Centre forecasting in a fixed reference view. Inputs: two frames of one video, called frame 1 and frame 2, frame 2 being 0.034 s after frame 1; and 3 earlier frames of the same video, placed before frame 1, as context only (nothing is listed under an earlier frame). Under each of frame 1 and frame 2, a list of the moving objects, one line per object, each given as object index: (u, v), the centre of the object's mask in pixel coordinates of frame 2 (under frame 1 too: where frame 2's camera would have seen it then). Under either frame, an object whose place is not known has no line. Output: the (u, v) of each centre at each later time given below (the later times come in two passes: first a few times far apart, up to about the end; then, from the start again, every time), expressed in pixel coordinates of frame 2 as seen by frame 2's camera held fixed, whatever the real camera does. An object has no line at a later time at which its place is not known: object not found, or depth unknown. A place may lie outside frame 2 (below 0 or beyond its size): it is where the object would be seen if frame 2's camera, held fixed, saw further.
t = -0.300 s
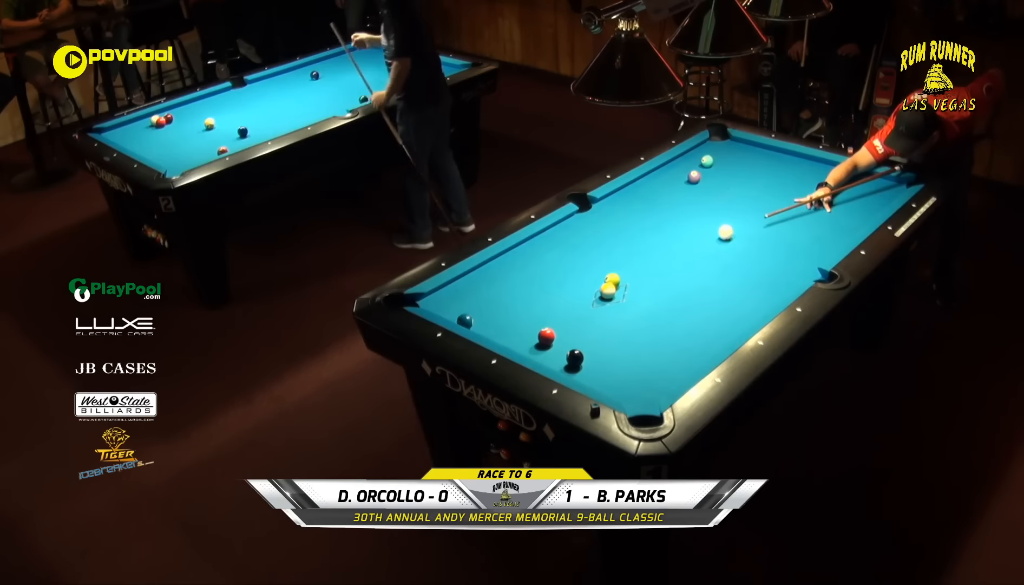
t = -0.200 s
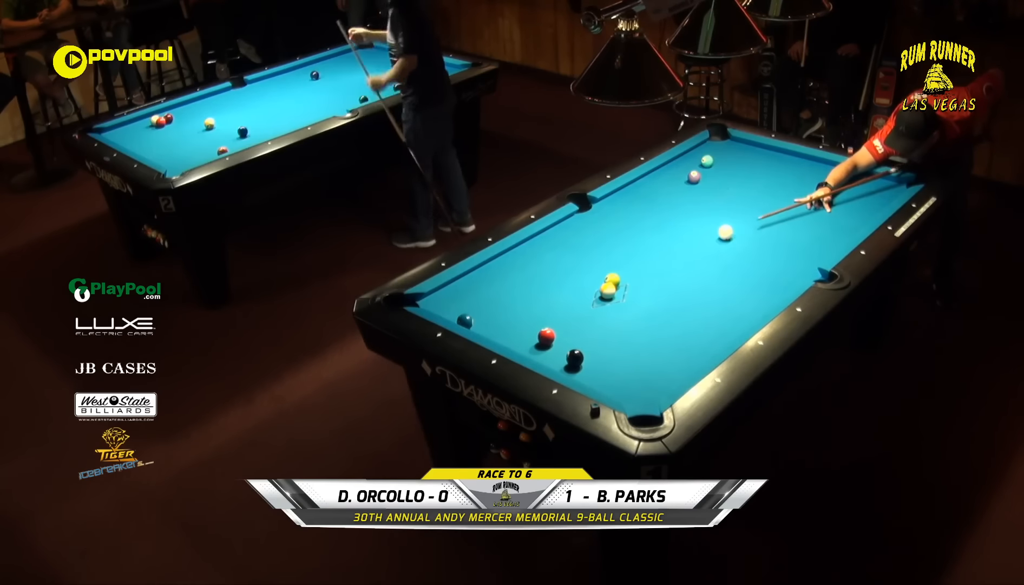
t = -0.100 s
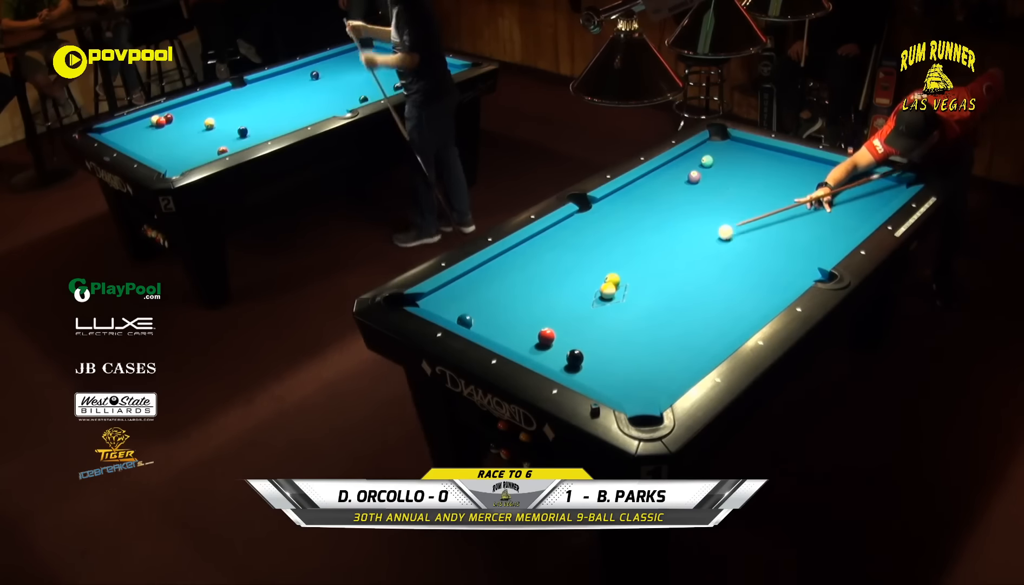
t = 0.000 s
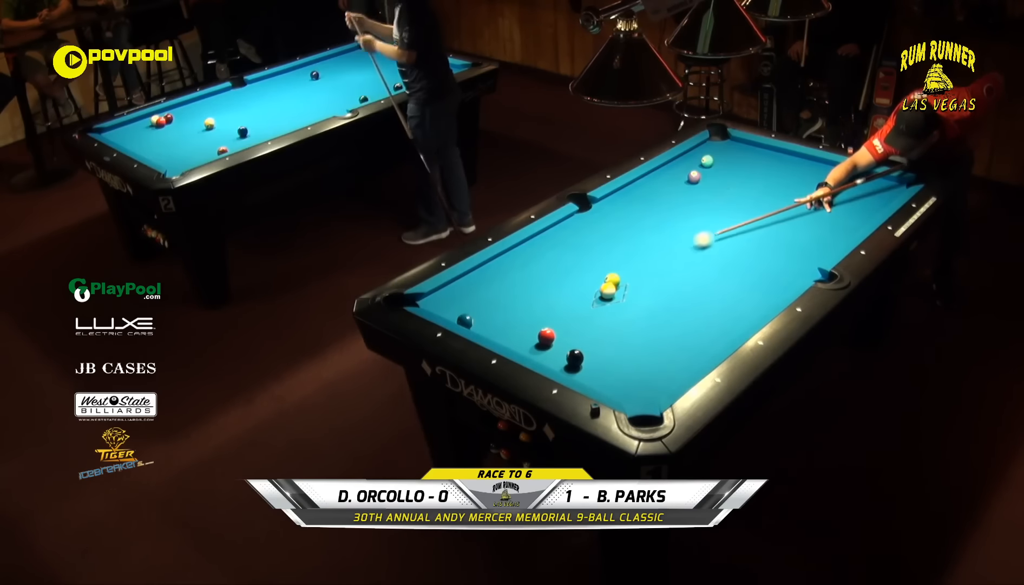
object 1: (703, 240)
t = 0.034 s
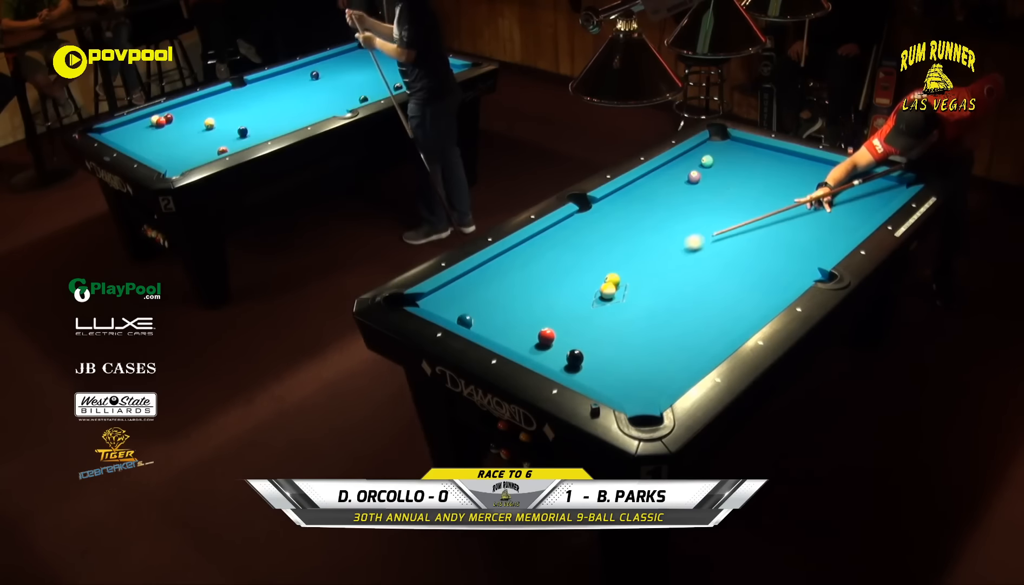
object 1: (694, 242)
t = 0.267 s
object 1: (630, 263)
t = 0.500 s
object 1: (562, 283)
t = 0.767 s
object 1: (481, 309)
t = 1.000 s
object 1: (444, 301)
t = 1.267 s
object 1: (467, 287)
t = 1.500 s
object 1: (502, 282)
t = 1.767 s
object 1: (541, 276)
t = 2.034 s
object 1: (576, 271)
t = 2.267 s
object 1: (606, 266)
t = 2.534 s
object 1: (639, 261)
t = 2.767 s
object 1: (665, 257)
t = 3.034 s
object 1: (693, 253)
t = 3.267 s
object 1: (716, 250)
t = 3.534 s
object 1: (740, 246)
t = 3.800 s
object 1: (763, 242)
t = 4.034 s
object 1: (782, 239)
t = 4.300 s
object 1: (801, 236)
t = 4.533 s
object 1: (816, 234)
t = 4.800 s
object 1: (833, 232)
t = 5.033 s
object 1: (845, 230)
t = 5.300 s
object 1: (854, 226)
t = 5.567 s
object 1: (854, 223)
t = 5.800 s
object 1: (855, 221)
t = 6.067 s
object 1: (854, 218)
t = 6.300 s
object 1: (854, 217)
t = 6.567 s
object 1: (854, 216)
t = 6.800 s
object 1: (854, 215)
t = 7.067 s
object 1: (854, 215)
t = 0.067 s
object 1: (685, 245)
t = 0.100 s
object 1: (676, 248)
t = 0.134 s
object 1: (667, 251)
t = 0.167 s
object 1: (658, 254)
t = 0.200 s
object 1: (648, 257)
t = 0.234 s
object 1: (639, 260)
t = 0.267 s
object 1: (630, 263)
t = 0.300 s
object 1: (620, 265)
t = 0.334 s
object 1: (610, 267)
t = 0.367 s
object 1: (600, 271)
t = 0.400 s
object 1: (591, 274)
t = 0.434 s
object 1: (581, 277)
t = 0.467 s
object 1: (572, 280)
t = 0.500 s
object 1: (562, 283)
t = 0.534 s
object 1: (552, 286)
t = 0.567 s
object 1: (542, 289)
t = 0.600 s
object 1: (532, 292)
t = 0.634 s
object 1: (523, 296)
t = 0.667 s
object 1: (512, 299)
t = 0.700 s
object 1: (502, 302)
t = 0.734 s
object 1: (491, 306)
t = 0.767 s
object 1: (481, 309)
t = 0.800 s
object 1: (472, 310)
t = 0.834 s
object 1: (461, 311)
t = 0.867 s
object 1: (452, 312)
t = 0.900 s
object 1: (446, 311)
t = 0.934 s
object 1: (445, 308)
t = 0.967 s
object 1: (445, 304)
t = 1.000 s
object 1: (444, 301)
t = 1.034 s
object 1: (443, 298)
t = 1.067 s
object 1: (442, 295)
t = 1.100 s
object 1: (441, 291)
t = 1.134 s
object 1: (446, 290)
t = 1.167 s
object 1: (451, 290)
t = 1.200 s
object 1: (457, 289)
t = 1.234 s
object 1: (462, 288)
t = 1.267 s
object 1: (467, 287)
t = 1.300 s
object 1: (472, 286)
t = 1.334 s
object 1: (477, 286)
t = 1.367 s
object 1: (482, 285)
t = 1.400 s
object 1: (487, 284)
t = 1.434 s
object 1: (492, 284)
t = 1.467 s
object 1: (497, 283)
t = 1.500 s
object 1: (502, 282)
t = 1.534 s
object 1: (507, 281)
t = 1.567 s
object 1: (512, 280)
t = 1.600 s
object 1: (517, 280)
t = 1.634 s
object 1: (522, 279)
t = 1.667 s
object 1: (526, 278)
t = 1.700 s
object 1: (531, 278)
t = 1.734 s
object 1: (536, 277)
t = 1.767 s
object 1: (541, 276)
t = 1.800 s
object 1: (545, 276)
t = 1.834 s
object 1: (550, 275)
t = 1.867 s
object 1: (554, 274)
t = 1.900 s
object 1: (559, 273)
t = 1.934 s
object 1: (563, 273)
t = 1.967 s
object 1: (568, 272)
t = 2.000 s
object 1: (572, 271)
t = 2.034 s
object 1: (576, 271)
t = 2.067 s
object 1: (581, 270)
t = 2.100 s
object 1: (585, 269)
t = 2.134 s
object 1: (589, 269)
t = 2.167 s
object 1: (594, 268)
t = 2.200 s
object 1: (598, 267)
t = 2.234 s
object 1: (602, 267)
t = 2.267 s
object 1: (606, 266)
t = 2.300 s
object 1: (610, 265)
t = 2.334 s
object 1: (615, 264)
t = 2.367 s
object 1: (619, 264)
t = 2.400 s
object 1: (623, 264)
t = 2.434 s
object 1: (627, 263)
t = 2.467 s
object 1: (631, 262)
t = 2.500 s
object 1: (635, 262)
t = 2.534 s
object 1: (639, 261)
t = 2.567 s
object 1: (642, 261)
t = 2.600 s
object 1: (646, 260)
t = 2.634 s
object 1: (650, 260)
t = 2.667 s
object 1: (654, 259)
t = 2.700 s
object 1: (658, 258)
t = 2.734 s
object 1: (661, 258)
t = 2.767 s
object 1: (665, 257)
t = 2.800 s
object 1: (669, 257)
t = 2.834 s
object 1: (672, 256)
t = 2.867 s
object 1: (676, 256)
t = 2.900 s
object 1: (679, 255)
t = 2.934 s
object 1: (683, 255)
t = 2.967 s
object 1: (686, 254)
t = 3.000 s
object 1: (690, 254)
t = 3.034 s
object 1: (693, 253)
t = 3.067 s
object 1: (697, 253)
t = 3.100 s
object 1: (700, 252)
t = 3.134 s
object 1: (703, 251)
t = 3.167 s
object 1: (707, 251)
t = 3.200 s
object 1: (710, 250)
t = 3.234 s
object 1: (713, 250)
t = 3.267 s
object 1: (716, 250)
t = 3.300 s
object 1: (719, 249)
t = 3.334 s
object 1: (723, 248)
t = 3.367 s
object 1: (726, 248)
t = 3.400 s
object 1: (729, 247)
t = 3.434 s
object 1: (731, 247)
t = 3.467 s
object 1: (735, 247)
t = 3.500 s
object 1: (738, 246)
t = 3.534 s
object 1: (740, 246)
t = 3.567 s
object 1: (743, 245)
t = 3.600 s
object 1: (747, 245)
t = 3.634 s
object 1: (749, 245)
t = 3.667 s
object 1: (752, 244)
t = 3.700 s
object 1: (755, 244)
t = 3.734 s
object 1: (757, 243)
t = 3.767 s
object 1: (760, 243)
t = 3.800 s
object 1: (763, 242)
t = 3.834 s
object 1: (766, 242)
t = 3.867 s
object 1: (768, 241)
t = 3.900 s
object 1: (771, 241)
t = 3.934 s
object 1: (773, 240)
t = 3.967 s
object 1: (776, 240)
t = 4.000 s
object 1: (779, 240)
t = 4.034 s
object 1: (782, 239)
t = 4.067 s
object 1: (784, 239)
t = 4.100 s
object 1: (786, 239)
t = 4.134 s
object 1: (789, 238)
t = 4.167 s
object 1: (791, 238)
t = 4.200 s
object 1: (794, 237)
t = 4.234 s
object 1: (796, 237)
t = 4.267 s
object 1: (798, 237)
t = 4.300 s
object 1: (801, 236)
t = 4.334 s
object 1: (803, 236)
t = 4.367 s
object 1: (805, 236)
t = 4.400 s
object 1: (808, 235)
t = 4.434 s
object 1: (810, 235)
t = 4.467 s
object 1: (812, 235)
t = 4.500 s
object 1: (814, 234)
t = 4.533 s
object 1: (816, 234)
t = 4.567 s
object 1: (818, 234)
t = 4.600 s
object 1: (820, 233)
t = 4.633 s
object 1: (822, 233)
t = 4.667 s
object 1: (824, 233)
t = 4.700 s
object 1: (827, 232)
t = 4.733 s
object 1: (829, 232)
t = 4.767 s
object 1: (831, 232)
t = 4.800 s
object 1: (833, 232)
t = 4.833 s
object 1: (835, 231)
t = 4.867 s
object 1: (836, 231)
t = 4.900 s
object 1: (838, 231)
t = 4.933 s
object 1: (840, 231)
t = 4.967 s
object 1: (842, 230)
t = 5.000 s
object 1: (843, 230)
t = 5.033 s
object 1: (845, 230)
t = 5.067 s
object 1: (847, 229)
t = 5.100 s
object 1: (848, 229)
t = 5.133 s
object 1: (850, 228)
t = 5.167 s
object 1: (851, 228)
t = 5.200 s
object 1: (853, 228)
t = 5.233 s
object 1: (854, 227)
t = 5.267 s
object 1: (854, 227)
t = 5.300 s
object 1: (854, 226)
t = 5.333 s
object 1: (854, 226)
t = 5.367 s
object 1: (854, 225)
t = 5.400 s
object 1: (854, 225)
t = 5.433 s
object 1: (854, 225)
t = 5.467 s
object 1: (854, 224)
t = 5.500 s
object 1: (854, 224)
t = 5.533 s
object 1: (854, 224)
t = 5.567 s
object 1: (854, 223)
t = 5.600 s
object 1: (855, 223)
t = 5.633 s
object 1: (854, 223)
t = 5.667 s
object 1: (854, 222)
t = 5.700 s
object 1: (855, 222)
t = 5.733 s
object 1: (855, 222)
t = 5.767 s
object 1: (855, 221)
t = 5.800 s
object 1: (855, 221)
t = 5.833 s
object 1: (854, 221)
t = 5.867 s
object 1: (855, 220)
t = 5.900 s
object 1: (855, 220)
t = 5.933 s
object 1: (854, 219)
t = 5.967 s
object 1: (854, 219)
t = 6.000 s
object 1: (854, 219)
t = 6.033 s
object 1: (854, 219)
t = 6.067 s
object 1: (854, 218)
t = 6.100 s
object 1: (854, 218)
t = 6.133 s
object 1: (854, 218)
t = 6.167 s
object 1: (854, 218)
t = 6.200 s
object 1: (854, 218)
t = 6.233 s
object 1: (854, 217)
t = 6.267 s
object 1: (854, 217)
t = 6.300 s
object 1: (854, 217)
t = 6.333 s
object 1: (854, 217)
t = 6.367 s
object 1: (854, 216)
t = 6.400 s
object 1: (854, 216)
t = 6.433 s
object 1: (854, 216)
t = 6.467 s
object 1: (854, 216)
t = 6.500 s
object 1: (854, 216)
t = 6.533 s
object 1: (854, 216)
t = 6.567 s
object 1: (854, 216)
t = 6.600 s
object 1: (854, 216)
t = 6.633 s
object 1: (854, 215)
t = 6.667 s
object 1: (854, 215)
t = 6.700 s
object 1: (854, 215)
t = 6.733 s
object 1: (854, 215)
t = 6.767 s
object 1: (854, 215)
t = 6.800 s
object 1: (854, 215)
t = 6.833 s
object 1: (854, 215)
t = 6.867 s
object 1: (854, 215)
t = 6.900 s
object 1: (854, 215)
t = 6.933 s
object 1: (854, 215)
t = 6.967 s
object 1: (854, 215)
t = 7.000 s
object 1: (854, 215)
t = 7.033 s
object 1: (854, 215)
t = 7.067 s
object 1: (854, 215)
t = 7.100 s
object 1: (854, 215)
